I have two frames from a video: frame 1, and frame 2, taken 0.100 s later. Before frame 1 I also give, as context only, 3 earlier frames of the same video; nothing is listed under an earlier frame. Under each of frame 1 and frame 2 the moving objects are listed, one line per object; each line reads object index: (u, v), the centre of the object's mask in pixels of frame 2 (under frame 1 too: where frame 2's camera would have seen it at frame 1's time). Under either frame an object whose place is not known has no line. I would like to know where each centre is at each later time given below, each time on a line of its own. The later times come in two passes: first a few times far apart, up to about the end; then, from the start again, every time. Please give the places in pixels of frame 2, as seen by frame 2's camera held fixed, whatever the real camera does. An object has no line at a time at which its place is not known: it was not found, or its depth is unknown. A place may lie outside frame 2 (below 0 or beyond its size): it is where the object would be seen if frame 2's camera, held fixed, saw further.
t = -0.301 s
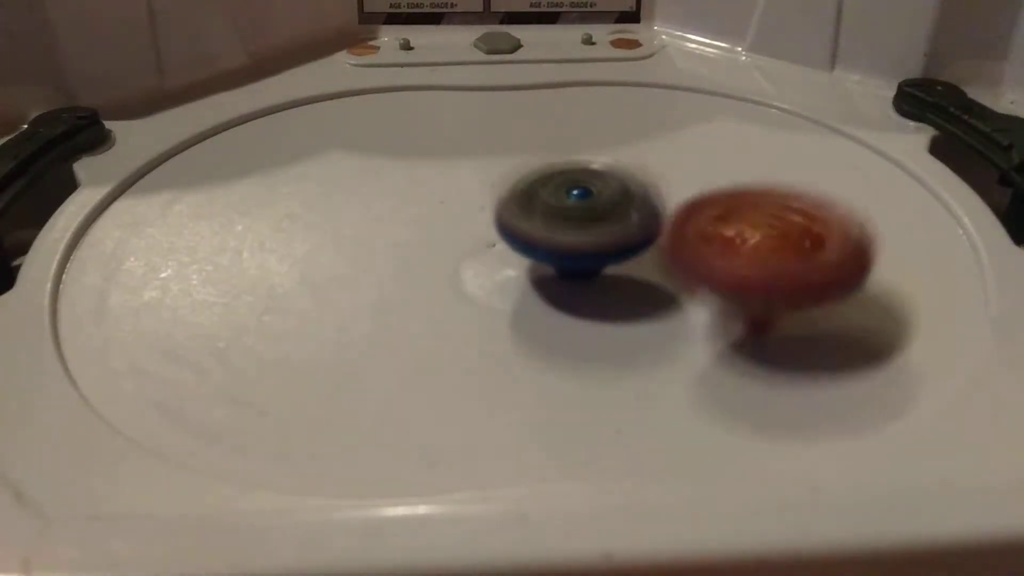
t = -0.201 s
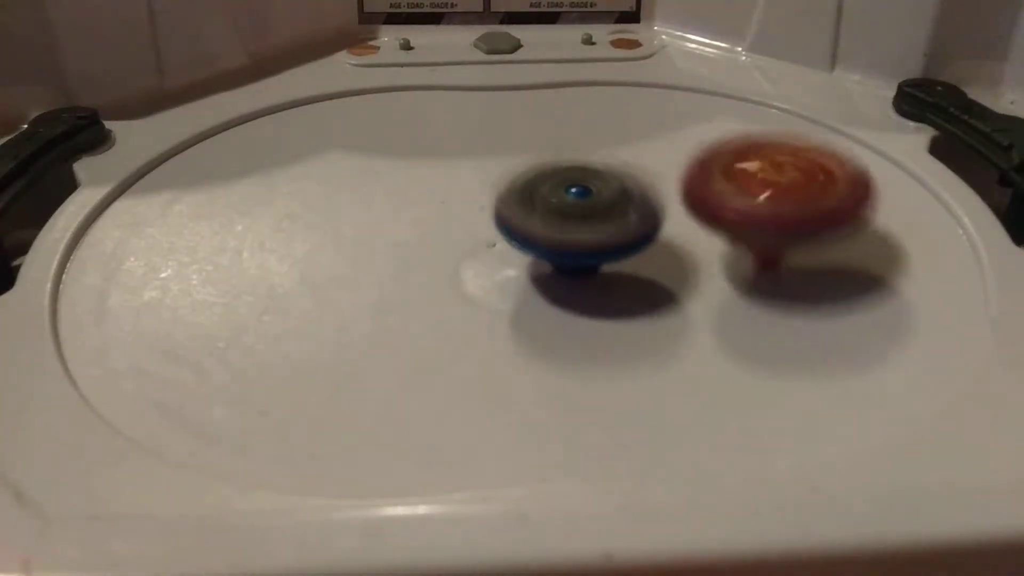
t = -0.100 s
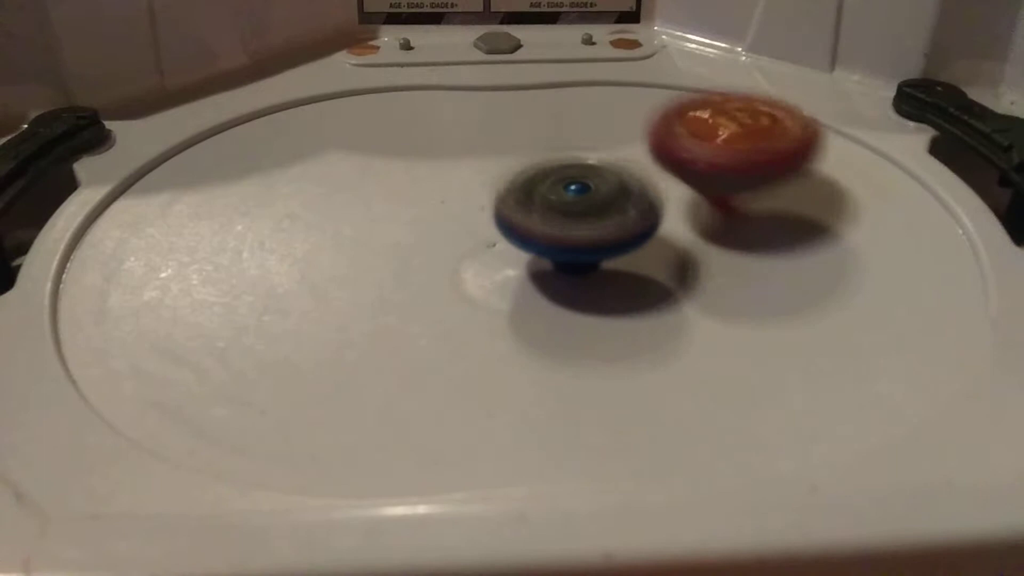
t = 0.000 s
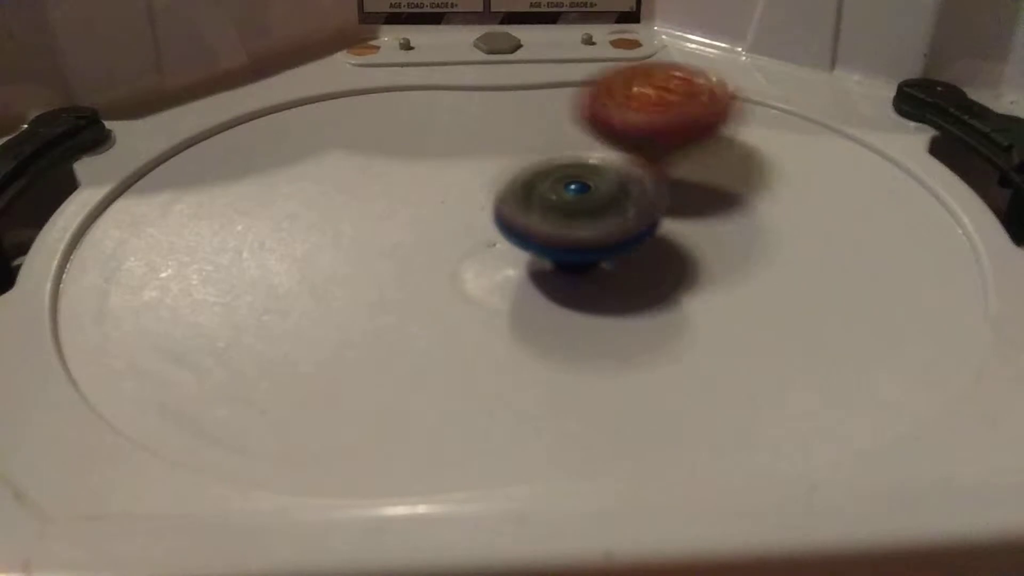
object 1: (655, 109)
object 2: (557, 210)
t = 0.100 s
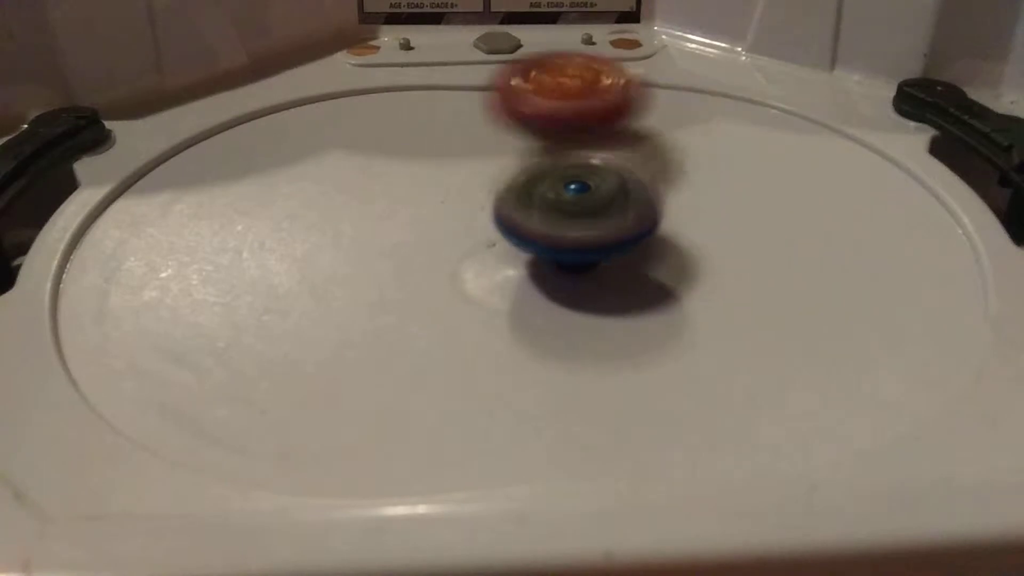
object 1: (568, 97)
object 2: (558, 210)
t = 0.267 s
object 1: (411, 125)
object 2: (562, 211)
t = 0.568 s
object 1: (344, 275)
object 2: (557, 212)
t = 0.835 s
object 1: (660, 294)
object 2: (564, 205)
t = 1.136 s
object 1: (786, 174)
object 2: (530, 179)
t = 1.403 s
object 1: (735, 86)
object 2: (369, 191)
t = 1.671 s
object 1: (652, 93)
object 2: (285, 230)
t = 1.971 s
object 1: (626, 242)
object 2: (411, 268)
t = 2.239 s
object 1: (804, 300)
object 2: (370, 231)
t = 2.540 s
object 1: (645, 230)
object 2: (376, 168)
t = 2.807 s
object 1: (455, 255)
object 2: (400, 135)
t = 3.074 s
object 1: (511, 277)
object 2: (476, 137)
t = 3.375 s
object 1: (478, 231)
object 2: (559, 149)
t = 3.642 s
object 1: (468, 220)
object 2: (630, 133)
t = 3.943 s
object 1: (460, 200)
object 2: (652, 171)
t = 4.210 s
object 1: (472, 190)
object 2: (670, 224)
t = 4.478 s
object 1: (492, 177)
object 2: (693, 260)
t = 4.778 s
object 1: (537, 174)
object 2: (603, 271)
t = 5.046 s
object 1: (551, 176)
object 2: (524, 299)
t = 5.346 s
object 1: (615, 176)
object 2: (428, 299)
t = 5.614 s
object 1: (620, 172)
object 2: (355, 275)
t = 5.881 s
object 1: (586, 203)
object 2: (362, 229)
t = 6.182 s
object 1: (557, 239)
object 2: (375, 177)
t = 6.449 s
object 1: (519, 235)
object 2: (425, 153)
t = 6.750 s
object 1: (496, 236)
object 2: (534, 147)
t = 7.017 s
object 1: (505, 229)
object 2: (610, 157)
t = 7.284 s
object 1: (459, 222)
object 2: (664, 178)
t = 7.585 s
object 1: (495, 238)
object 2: (658, 217)
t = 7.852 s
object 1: (479, 210)
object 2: (672, 211)
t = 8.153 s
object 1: (460, 176)
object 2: (621, 233)
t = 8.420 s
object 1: (467, 169)
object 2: (665, 251)
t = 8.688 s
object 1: (456, 183)
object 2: (610, 232)
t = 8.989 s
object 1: (453, 194)
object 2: (633, 197)
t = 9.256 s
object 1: (428, 217)
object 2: (602, 215)
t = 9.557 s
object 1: (445, 216)
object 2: (621, 229)
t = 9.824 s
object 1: (426, 227)
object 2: (613, 211)
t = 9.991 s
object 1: (442, 218)
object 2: (606, 214)
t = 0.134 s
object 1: (537, 99)
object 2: (557, 209)
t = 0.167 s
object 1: (506, 105)
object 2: (561, 208)
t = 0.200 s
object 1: (474, 111)
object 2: (561, 209)
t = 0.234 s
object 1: (441, 116)
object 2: (557, 210)
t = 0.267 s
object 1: (411, 125)
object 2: (562, 211)
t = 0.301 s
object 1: (384, 135)
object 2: (562, 211)
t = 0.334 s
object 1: (361, 149)
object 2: (561, 211)
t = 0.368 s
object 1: (343, 164)
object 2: (556, 209)
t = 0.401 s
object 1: (330, 179)
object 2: (556, 210)
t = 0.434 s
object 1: (320, 198)
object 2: (556, 210)
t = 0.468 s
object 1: (315, 217)
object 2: (556, 210)
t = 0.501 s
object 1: (317, 237)
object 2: (557, 211)
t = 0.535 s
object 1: (327, 256)
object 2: (556, 210)
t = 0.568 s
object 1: (344, 275)
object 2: (557, 212)
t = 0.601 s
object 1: (372, 291)
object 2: (557, 212)
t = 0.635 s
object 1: (407, 303)
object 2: (557, 212)
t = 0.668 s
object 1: (447, 310)
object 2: (558, 212)
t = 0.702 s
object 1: (490, 310)
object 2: (559, 207)
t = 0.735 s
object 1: (537, 307)
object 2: (557, 201)
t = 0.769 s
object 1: (579, 303)
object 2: (556, 199)
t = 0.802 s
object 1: (619, 303)
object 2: (556, 203)
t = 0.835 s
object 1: (660, 294)
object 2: (564, 205)
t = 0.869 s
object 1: (695, 283)
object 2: (563, 210)
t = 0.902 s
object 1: (723, 270)
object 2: (564, 214)
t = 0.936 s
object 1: (754, 258)
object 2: (558, 209)
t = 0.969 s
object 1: (780, 245)
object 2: (544, 201)
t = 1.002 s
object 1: (795, 231)
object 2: (539, 196)
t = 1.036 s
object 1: (802, 217)
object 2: (539, 191)
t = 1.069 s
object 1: (803, 203)
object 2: (547, 189)
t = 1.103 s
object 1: (798, 188)
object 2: (531, 182)
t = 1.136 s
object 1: (786, 174)
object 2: (530, 179)
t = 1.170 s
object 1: (768, 162)
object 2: (527, 177)
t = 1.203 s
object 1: (749, 152)
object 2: (525, 173)
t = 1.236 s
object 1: (724, 144)
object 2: (525, 173)
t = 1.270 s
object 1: (697, 136)
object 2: (534, 172)
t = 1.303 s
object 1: (700, 122)
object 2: (506, 174)
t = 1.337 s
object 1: (718, 110)
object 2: (443, 182)
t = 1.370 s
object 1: (729, 98)
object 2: (400, 189)
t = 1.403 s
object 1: (735, 86)
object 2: (369, 191)
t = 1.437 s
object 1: (738, 78)
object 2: (340, 195)
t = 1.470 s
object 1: (735, 69)
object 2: (320, 199)
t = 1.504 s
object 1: (726, 61)
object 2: (307, 203)
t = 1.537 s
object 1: (714, 60)
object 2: (299, 206)
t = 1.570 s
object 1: (702, 62)
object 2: (291, 209)
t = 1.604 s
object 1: (685, 68)
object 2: (286, 216)
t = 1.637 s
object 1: (668, 78)
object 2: (284, 222)
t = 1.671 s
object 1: (652, 93)
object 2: (285, 230)
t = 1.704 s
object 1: (643, 108)
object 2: (291, 239)
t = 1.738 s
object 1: (632, 125)
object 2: (301, 246)
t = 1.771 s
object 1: (624, 144)
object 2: (317, 254)
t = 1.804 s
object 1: (619, 161)
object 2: (332, 259)
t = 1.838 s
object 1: (616, 178)
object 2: (352, 264)
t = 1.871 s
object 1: (612, 196)
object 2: (372, 267)
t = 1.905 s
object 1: (611, 213)
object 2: (395, 270)
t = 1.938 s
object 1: (611, 229)
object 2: (416, 270)
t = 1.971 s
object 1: (626, 242)
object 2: (411, 268)
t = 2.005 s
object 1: (647, 250)
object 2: (396, 271)
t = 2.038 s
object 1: (665, 263)
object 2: (363, 275)
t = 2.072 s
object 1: (686, 275)
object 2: (373, 267)
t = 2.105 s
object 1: (707, 285)
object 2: (354, 265)
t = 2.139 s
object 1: (732, 294)
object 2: (376, 255)
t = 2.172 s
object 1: (756, 300)
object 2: (363, 250)
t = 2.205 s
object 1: (781, 303)
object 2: (367, 243)
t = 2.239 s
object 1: (804, 300)
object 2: (370, 231)
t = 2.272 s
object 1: (819, 294)
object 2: (370, 224)
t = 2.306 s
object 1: (822, 286)
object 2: (374, 214)
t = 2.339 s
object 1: (814, 277)
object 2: (374, 208)
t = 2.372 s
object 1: (797, 266)
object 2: (386, 199)
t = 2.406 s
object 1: (774, 257)
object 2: (384, 192)
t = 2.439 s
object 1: (744, 247)
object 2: (381, 185)
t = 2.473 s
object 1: (711, 242)
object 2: (378, 179)
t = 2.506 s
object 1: (680, 236)
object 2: (376, 173)
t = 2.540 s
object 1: (645, 230)
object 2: (376, 168)
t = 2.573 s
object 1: (612, 225)
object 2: (377, 164)
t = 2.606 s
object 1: (581, 221)
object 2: (381, 159)
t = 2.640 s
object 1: (551, 216)
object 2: (387, 155)
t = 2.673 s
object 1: (526, 216)
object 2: (390, 155)
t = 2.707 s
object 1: (497, 221)
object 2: (386, 150)
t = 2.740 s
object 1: (473, 232)
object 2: (401, 143)
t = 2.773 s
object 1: (463, 244)
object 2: (406, 139)
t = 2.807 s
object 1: (455, 255)
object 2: (400, 135)
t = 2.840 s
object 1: (454, 265)
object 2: (421, 130)
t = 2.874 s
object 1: (455, 274)
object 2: (427, 127)
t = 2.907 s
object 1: (460, 282)
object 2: (432, 126)
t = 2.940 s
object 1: (468, 286)
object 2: (442, 125)
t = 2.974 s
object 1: (479, 287)
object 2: (450, 126)
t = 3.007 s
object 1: (490, 286)
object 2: (456, 128)
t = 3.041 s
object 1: (501, 282)
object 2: (467, 132)
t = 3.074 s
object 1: (511, 277)
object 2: (476, 137)
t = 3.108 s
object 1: (521, 271)
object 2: (485, 141)
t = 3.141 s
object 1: (529, 265)
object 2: (495, 145)
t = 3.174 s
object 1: (530, 258)
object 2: (505, 147)
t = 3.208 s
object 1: (534, 248)
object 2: (500, 145)
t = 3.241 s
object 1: (535, 239)
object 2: (511, 145)
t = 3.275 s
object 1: (531, 233)
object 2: (522, 143)
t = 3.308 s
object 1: (517, 232)
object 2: (537, 143)
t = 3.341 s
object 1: (497, 231)
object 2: (561, 147)
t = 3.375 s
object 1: (478, 231)
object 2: (559, 149)
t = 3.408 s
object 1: (467, 231)
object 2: (574, 149)
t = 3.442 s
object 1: (465, 232)
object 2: (580, 144)
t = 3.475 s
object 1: (468, 232)
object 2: (590, 142)
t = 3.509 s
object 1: (472, 232)
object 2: (599, 140)
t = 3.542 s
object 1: (476, 232)
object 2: (612, 139)
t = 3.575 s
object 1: (480, 230)
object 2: (617, 135)
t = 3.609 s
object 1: (478, 226)
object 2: (627, 136)
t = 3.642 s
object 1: (468, 220)
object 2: (630, 133)
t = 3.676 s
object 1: (462, 217)
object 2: (635, 134)
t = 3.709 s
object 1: (457, 215)
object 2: (640, 136)
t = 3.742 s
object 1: (457, 214)
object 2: (643, 140)
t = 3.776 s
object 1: (458, 215)
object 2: (646, 142)
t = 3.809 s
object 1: (461, 216)
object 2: (647, 147)
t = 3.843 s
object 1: (462, 215)
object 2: (648, 154)
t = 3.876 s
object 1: (462, 210)
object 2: (648, 159)
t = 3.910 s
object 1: (461, 204)
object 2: (654, 168)
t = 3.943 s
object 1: (460, 200)
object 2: (652, 171)
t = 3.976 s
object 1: (458, 199)
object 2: (652, 178)
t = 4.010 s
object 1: (458, 198)
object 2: (652, 184)
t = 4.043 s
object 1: (459, 200)
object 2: (654, 191)
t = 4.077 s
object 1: (461, 201)
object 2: (657, 199)
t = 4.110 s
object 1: (463, 199)
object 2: (659, 206)
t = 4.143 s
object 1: (467, 197)
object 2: (663, 212)
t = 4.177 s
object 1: (471, 193)
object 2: (666, 218)
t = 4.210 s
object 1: (472, 190)
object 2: (670, 224)
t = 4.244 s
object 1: (477, 189)
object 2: (675, 230)
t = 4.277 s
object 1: (483, 186)
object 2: (679, 234)
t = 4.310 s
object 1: (488, 182)
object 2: (683, 239)
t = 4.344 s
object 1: (490, 179)
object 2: (688, 244)
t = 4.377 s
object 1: (490, 180)
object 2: (694, 250)
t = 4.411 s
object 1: (493, 181)
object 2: (695, 253)
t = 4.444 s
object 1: (494, 178)
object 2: (694, 257)
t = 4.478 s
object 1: (492, 177)
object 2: (693, 260)
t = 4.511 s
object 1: (491, 180)
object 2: (692, 265)
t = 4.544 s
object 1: (493, 183)
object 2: (685, 268)
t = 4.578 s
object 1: (501, 182)
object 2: (677, 270)
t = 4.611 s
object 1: (514, 180)
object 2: (666, 271)
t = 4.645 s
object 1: (524, 178)
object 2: (654, 271)
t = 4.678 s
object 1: (528, 177)
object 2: (636, 271)
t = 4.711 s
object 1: (530, 177)
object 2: (626, 269)
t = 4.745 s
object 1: (533, 177)
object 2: (610, 269)
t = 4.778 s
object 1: (537, 174)
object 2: (603, 271)
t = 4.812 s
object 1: (540, 172)
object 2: (593, 275)
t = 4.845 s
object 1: (540, 172)
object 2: (589, 280)
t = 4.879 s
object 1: (543, 173)
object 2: (589, 290)
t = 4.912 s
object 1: (545, 174)
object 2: (570, 290)
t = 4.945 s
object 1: (546, 172)
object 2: (556, 296)
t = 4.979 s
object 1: (546, 173)
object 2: (546, 297)
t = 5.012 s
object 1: (551, 174)
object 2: (536, 301)
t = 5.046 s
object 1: (551, 176)
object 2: (524, 299)
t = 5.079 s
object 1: (554, 177)
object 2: (511, 299)
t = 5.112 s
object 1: (559, 179)
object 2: (500, 298)
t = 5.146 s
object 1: (567, 181)
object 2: (489, 295)
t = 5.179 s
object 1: (575, 185)
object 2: (478, 294)
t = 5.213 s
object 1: (584, 184)
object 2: (468, 292)
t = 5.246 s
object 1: (592, 186)
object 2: (455, 296)
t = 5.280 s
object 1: (598, 181)
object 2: (443, 296)
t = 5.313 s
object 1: (609, 179)
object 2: (433, 296)
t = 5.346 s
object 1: (615, 176)
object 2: (428, 299)
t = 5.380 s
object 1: (622, 173)
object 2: (404, 296)
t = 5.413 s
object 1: (626, 170)
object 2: (391, 295)
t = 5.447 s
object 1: (625, 167)
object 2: (383, 294)
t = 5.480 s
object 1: (628, 167)
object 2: (371, 291)
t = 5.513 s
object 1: (631, 168)
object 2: (367, 287)
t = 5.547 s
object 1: (626, 169)
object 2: (360, 285)
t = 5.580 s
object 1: (623, 171)
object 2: (355, 280)
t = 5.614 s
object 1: (620, 172)
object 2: (355, 275)
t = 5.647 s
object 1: (618, 175)
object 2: (353, 270)
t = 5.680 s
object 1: (615, 177)
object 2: (354, 264)
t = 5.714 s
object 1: (613, 181)
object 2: (354, 258)
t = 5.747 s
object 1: (608, 184)
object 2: (357, 252)
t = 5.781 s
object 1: (602, 188)
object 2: (359, 247)
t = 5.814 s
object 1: (598, 192)
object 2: (360, 241)
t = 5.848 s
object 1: (591, 198)
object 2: (362, 235)
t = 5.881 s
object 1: (586, 203)
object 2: (362, 229)
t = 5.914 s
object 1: (579, 209)
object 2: (362, 224)
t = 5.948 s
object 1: (577, 213)
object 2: (361, 217)
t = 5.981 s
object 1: (574, 221)
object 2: (365, 210)
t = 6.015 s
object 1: (571, 228)
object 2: (364, 204)
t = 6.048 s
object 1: (570, 231)
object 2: (367, 198)
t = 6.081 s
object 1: (567, 234)
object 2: (367, 192)
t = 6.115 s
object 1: (566, 236)
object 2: (369, 186)
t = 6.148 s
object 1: (564, 239)
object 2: (372, 182)
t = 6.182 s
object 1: (557, 239)
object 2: (375, 177)
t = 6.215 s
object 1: (556, 240)
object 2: (379, 173)
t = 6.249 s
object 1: (556, 240)
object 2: (383, 169)
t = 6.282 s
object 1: (556, 239)
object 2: (390, 166)
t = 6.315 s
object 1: (553, 236)
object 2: (394, 164)
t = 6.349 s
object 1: (549, 233)
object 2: (403, 162)
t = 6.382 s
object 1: (544, 232)
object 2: (413, 159)
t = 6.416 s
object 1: (530, 232)
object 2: (420, 156)
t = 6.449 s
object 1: (519, 235)
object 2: (425, 153)
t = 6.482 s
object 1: (510, 238)
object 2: (443, 152)
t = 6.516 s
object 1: (508, 240)
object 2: (460, 154)
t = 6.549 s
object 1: (508, 239)
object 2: (455, 152)
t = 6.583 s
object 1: (511, 241)
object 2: (480, 154)
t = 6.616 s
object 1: (512, 242)
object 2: (488, 151)
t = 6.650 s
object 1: (502, 241)
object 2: (495, 147)
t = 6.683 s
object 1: (502, 242)
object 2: (509, 149)
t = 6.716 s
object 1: (502, 237)
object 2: (523, 147)
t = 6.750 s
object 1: (496, 236)
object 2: (534, 147)
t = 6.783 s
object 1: (489, 236)
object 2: (541, 148)
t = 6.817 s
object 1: (490, 237)
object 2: (551, 150)
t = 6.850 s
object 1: (489, 237)
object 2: (562, 150)
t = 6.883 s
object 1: (486, 237)
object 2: (571, 152)
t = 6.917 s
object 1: (480, 233)
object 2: (581, 152)
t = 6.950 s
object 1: (486, 234)
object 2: (590, 155)
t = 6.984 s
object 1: (498, 233)
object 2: (600, 157)
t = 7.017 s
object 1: (505, 229)
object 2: (610, 157)
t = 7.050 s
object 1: (505, 229)
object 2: (618, 159)
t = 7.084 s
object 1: (496, 228)
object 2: (627, 161)
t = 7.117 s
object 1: (489, 223)
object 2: (634, 162)
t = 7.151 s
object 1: (486, 222)
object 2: (642, 165)
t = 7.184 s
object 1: (478, 219)
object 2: (649, 168)
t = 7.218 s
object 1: (470, 218)
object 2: (654, 172)
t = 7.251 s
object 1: (464, 220)
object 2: (660, 174)
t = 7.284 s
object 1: (459, 222)
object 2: (664, 178)
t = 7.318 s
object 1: (458, 226)
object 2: (668, 182)
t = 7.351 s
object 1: (457, 229)
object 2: (670, 186)
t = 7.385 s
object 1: (458, 231)
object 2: (673, 190)
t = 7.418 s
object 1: (461, 235)
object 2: (675, 194)
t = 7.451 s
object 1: (467, 238)
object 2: (676, 200)
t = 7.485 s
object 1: (470, 239)
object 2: (662, 204)
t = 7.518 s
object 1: (479, 239)
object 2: (660, 209)
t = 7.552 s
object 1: (487, 239)
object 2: (658, 212)
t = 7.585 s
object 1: (495, 238)
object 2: (658, 217)
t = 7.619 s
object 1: (492, 238)
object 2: (674, 218)
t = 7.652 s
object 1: (496, 241)
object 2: (682, 221)
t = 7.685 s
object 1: (501, 238)
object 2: (681, 221)
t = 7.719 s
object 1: (505, 233)
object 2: (680, 225)
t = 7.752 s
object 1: (504, 229)
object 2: (690, 221)
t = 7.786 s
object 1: (495, 223)
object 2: (679, 219)
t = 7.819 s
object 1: (487, 216)
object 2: (677, 214)
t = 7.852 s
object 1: (479, 210)
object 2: (672, 211)
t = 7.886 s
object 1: (469, 204)
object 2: (670, 213)
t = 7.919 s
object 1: (468, 199)
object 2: (655, 213)
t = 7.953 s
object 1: (468, 194)
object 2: (644, 214)
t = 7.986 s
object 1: (465, 190)
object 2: (638, 216)
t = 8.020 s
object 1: (463, 187)
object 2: (634, 219)
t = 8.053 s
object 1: (457, 183)
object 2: (630, 220)
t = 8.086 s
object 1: (459, 181)
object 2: (625, 223)
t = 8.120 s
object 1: (461, 178)
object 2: (618, 225)
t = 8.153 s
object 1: (460, 176)
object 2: (621, 233)
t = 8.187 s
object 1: (464, 175)
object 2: (610, 232)
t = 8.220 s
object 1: (469, 175)
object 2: (608, 238)
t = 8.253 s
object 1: (473, 175)
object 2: (607, 241)
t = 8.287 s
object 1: (476, 174)
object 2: (611, 246)
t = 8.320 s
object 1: (482, 176)
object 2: (613, 248)
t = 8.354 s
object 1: (480, 173)
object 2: (649, 253)
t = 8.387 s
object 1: (473, 170)
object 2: (664, 253)
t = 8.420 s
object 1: (467, 169)
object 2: (665, 251)
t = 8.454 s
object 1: (458, 166)
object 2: (689, 254)
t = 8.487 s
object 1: (454, 167)
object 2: (690, 254)
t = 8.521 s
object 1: (452, 167)
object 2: (688, 245)
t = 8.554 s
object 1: (449, 168)
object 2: (676, 245)
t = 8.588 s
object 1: (449, 171)
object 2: (660, 241)
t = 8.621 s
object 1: (448, 174)
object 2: (637, 239)
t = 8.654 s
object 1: (453, 179)
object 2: (624, 233)
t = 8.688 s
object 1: (456, 183)
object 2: (610, 232)
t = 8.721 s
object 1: (446, 184)
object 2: (617, 222)
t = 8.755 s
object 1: (426, 188)
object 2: (637, 210)
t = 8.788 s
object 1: (421, 195)
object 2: (646, 211)
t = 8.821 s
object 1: (420, 195)
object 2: (656, 211)
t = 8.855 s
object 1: (424, 195)
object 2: (657, 206)
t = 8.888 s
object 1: (433, 196)
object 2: (655, 203)
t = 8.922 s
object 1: (441, 195)
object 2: (651, 199)
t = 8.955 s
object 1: (447, 194)
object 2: (640, 201)
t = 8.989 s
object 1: (453, 194)
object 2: (633, 197)
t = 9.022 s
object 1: (456, 204)
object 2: (629, 199)
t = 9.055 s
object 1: (453, 208)
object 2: (627, 201)
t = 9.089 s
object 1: (451, 207)
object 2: (621, 201)
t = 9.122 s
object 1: (449, 208)
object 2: (620, 204)
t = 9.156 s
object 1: (443, 216)
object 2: (612, 205)
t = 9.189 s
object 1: (438, 216)
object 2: (608, 208)
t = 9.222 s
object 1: (434, 214)
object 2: (605, 213)
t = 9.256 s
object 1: (428, 217)
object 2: (602, 215)
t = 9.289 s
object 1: (425, 216)
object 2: (607, 216)
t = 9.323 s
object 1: (422, 218)
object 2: (610, 222)
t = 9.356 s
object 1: (420, 220)
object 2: (617, 221)
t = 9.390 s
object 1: (424, 218)
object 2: (626, 223)
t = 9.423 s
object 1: (428, 218)
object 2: (628, 223)
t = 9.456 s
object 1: (436, 223)
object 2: (629, 223)
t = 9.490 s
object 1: (440, 217)
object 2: (630, 228)
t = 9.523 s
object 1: (443, 212)
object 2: (629, 227)
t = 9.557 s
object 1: (445, 216)
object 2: (621, 229)
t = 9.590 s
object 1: (444, 215)
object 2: (623, 227)
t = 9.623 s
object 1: (444, 220)
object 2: (624, 226)
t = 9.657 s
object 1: (441, 227)
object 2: (621, 225)
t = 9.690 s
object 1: (437, 218)
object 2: (621, 223)
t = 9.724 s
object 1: (436, 220)
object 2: (619, 220)
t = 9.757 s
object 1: (436, 220)
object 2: (617, 218)
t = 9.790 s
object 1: (431, 224)
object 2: (615, 215)
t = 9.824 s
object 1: (426, 227)
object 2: (613, 211)
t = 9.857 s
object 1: (425, 228)
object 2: (606, 212)
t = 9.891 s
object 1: (426, 225)
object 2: (606, 214)
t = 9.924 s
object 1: (429, 224)
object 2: (605, 214)
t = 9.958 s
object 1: (436, 219)
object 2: (604, 215)
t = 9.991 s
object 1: (442, 218)
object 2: (606, 214)
